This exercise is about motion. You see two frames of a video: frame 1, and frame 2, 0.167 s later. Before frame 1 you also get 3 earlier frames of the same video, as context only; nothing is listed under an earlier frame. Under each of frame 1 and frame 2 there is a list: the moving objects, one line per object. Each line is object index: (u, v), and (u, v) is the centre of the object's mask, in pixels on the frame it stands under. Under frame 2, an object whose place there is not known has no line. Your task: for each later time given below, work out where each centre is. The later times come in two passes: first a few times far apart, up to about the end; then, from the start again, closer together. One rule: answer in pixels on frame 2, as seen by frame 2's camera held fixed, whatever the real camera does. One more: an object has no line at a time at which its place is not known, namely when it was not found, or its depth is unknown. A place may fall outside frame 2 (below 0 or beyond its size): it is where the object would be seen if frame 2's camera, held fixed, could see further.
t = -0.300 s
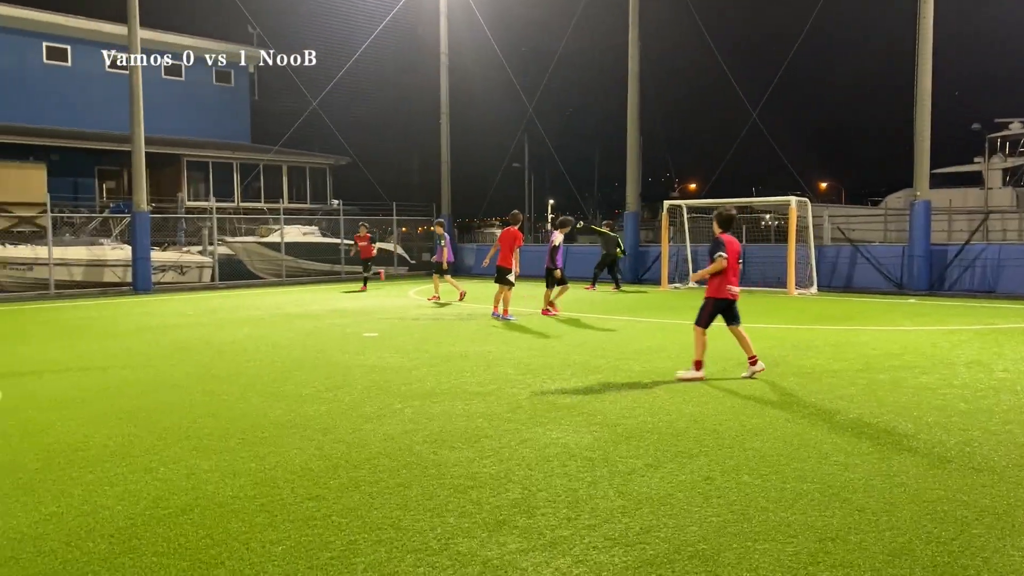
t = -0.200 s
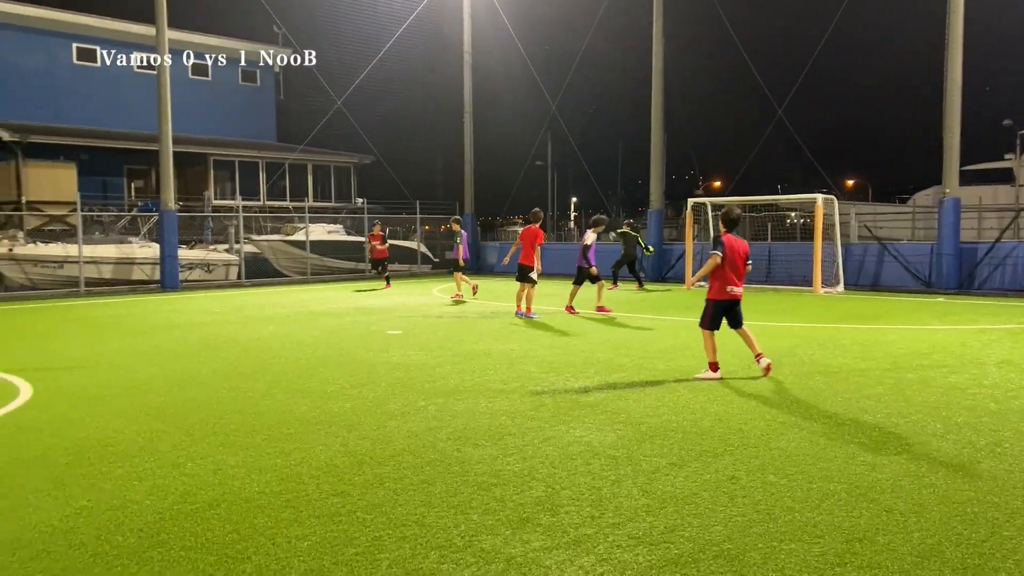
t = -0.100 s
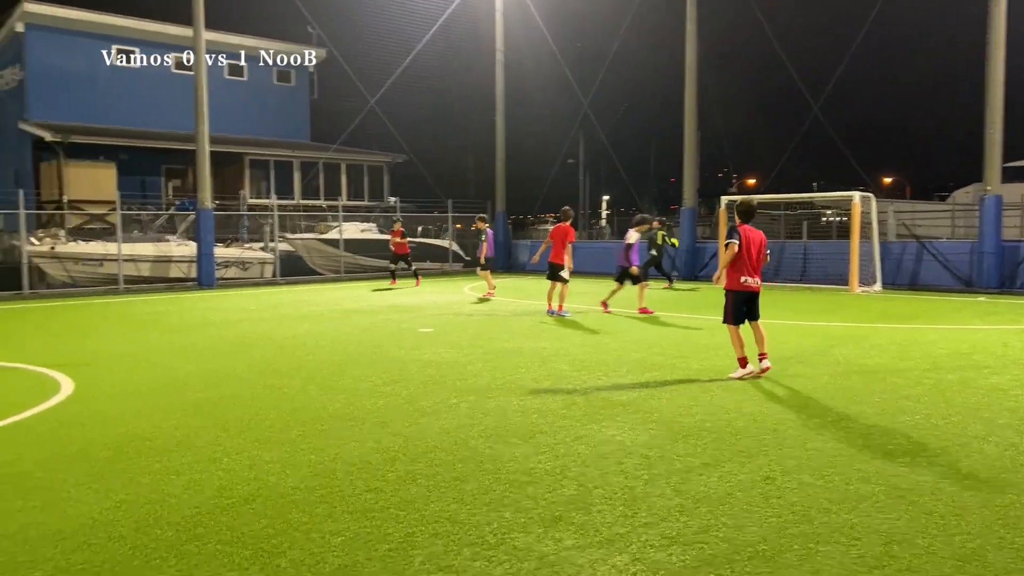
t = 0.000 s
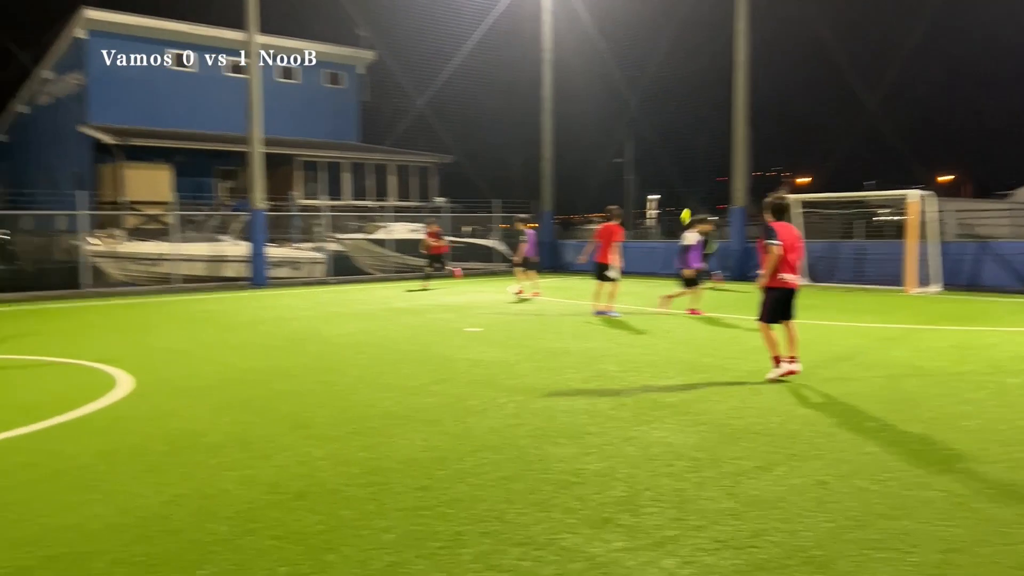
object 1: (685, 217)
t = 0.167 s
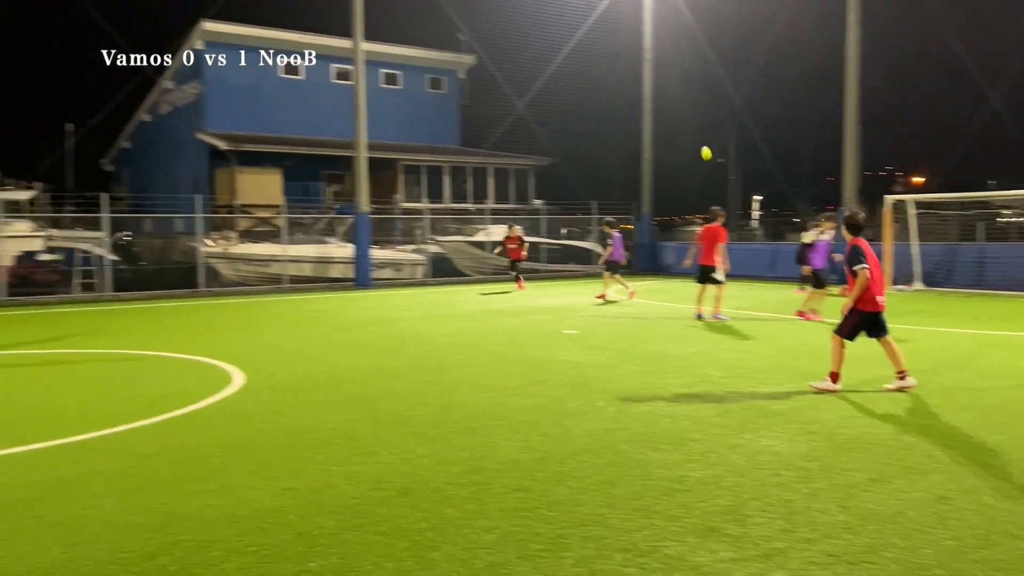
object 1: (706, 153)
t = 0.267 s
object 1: (654, 117)
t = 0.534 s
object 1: (496, 32)
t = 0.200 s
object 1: (689, 141)
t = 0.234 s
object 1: (672, 129)
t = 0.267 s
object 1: (654, 117)
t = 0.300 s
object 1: (636, 105)
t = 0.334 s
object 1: (617, 94)
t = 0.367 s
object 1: (598, 83)
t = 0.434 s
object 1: (559, 62)
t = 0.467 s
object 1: (538, 51)
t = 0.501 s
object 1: (517, 41)
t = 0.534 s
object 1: (496, 32)
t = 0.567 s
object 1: (474, 23)
